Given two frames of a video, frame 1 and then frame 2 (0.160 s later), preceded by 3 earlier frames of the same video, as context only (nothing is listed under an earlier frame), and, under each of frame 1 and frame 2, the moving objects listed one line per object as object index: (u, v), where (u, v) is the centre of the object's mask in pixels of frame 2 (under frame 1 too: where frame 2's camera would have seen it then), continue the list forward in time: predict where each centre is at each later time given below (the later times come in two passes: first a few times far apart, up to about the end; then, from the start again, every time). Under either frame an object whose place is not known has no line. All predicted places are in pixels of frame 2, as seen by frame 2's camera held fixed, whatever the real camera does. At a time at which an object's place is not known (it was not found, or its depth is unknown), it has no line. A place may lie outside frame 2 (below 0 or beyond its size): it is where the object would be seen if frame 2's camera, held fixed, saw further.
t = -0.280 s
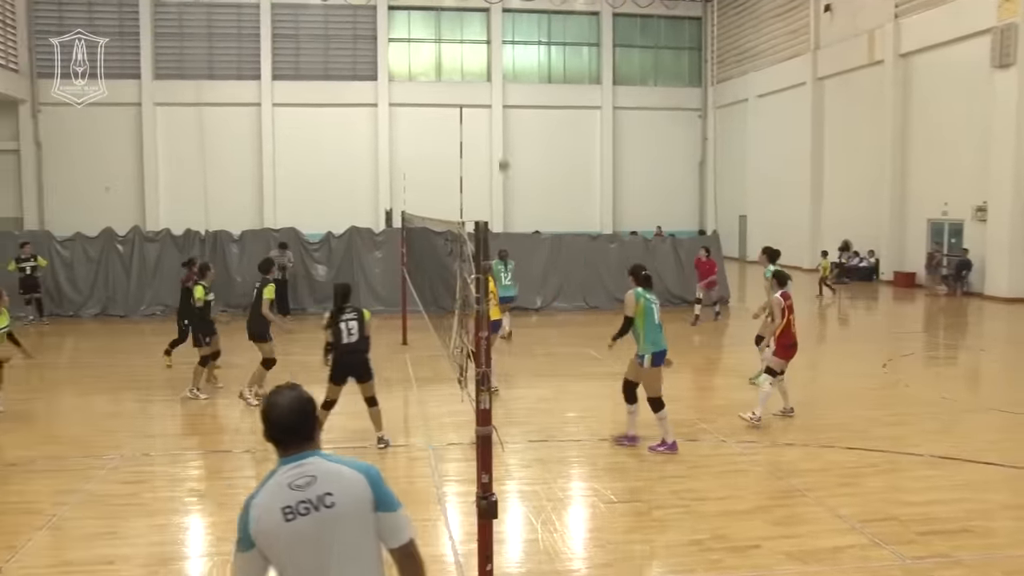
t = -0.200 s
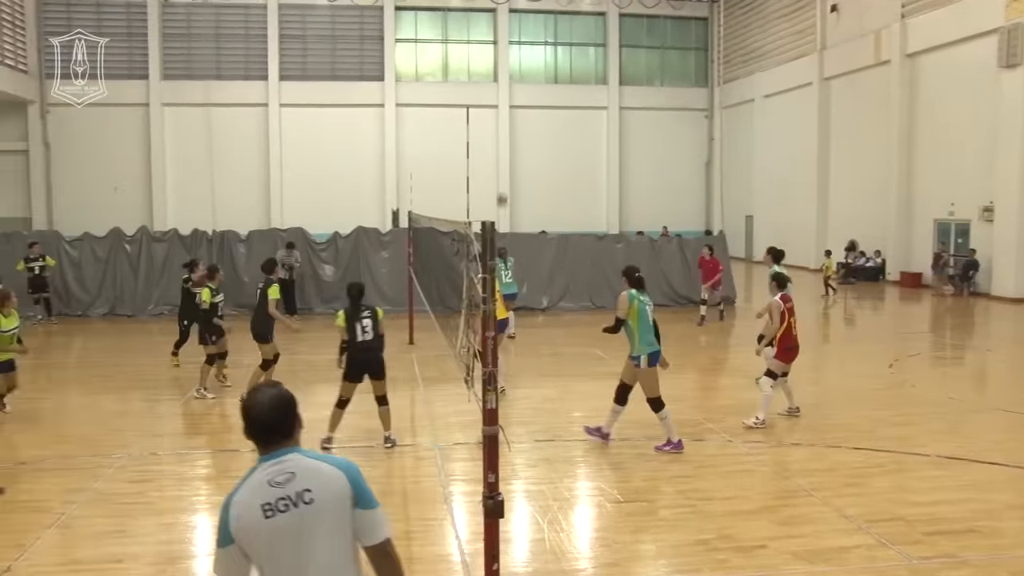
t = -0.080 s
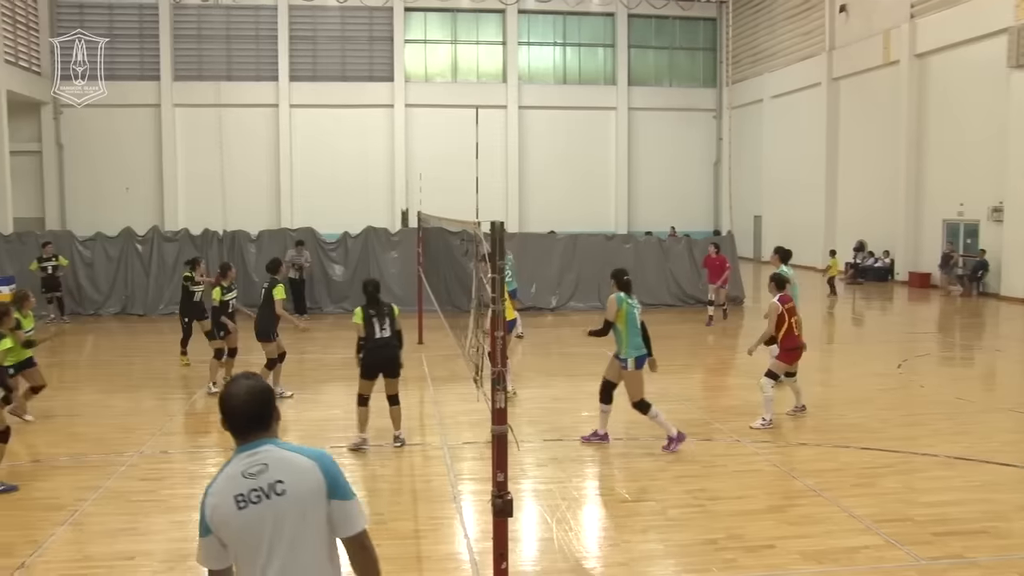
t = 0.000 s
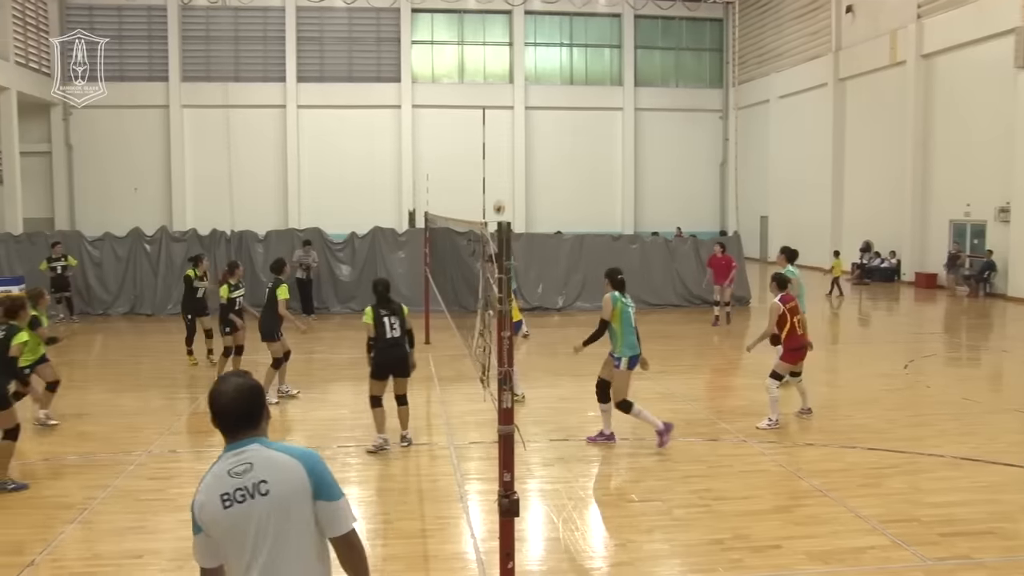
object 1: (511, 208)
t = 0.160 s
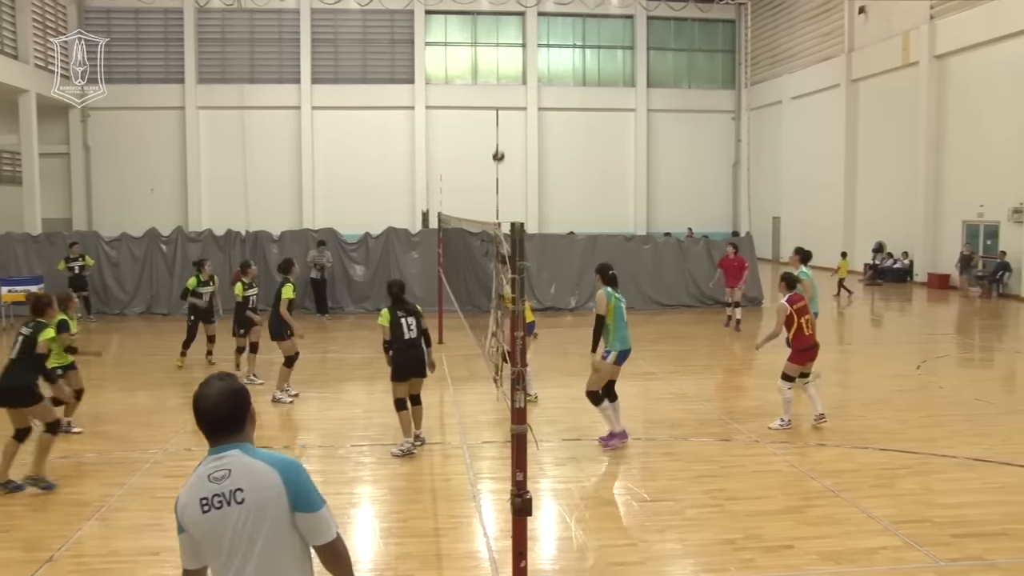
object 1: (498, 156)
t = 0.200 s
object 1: (495, 146)
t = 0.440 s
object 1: (470, 95)
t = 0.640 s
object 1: (447, 78)
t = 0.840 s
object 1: (422, 89)
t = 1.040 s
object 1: (394, 136)
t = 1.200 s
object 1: (367, 210)
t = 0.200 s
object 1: (495, 146)
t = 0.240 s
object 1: (491, 135)
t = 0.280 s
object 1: (487, 126)
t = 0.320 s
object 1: (483, 117)
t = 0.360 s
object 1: (479, 108)
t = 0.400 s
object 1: (474, 101)
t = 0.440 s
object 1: (470, 95)
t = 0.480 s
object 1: (466, 90)
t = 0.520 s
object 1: (462, 86)
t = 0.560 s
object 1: (457, 82)
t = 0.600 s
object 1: (452, 79)
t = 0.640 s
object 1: (447, 78)
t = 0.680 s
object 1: (443, 78)
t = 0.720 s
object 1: (438, 79)
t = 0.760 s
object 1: (433, 81)
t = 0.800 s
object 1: (428, 84)
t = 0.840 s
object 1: (422, 89)
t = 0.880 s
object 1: (417, 95)
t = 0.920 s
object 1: (412, 104)
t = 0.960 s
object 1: (406, 112)
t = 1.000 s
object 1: (400, 124)
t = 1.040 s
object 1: (394, 136)
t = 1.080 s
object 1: (387, 152)
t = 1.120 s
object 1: (381, 168)
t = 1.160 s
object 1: (374, 189)
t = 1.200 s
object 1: (367, 210)
